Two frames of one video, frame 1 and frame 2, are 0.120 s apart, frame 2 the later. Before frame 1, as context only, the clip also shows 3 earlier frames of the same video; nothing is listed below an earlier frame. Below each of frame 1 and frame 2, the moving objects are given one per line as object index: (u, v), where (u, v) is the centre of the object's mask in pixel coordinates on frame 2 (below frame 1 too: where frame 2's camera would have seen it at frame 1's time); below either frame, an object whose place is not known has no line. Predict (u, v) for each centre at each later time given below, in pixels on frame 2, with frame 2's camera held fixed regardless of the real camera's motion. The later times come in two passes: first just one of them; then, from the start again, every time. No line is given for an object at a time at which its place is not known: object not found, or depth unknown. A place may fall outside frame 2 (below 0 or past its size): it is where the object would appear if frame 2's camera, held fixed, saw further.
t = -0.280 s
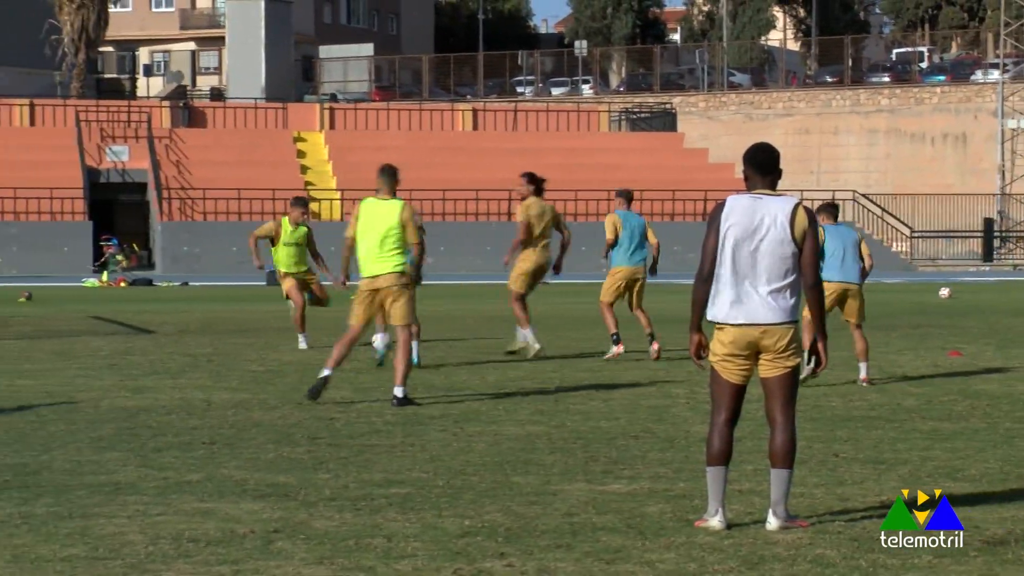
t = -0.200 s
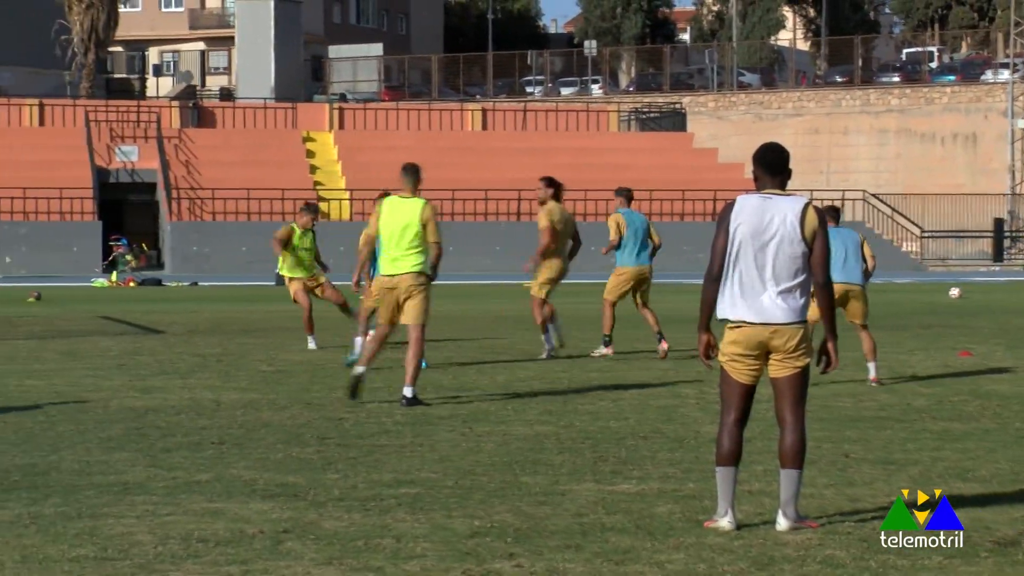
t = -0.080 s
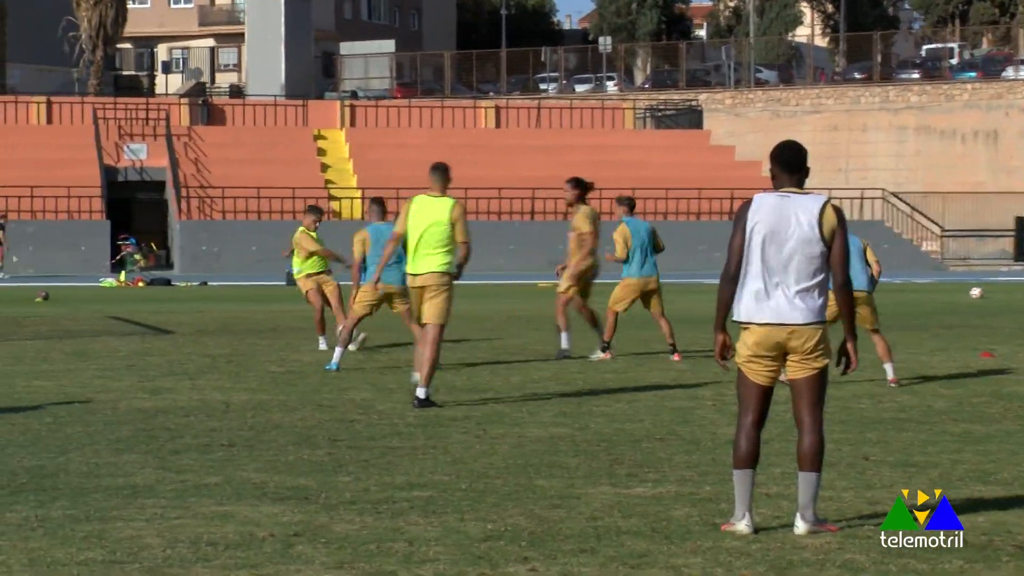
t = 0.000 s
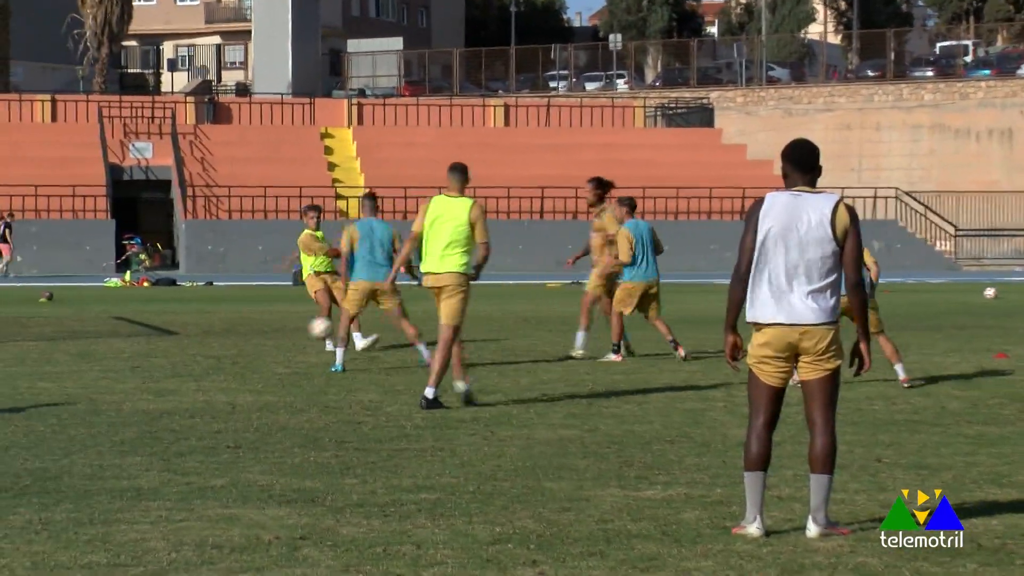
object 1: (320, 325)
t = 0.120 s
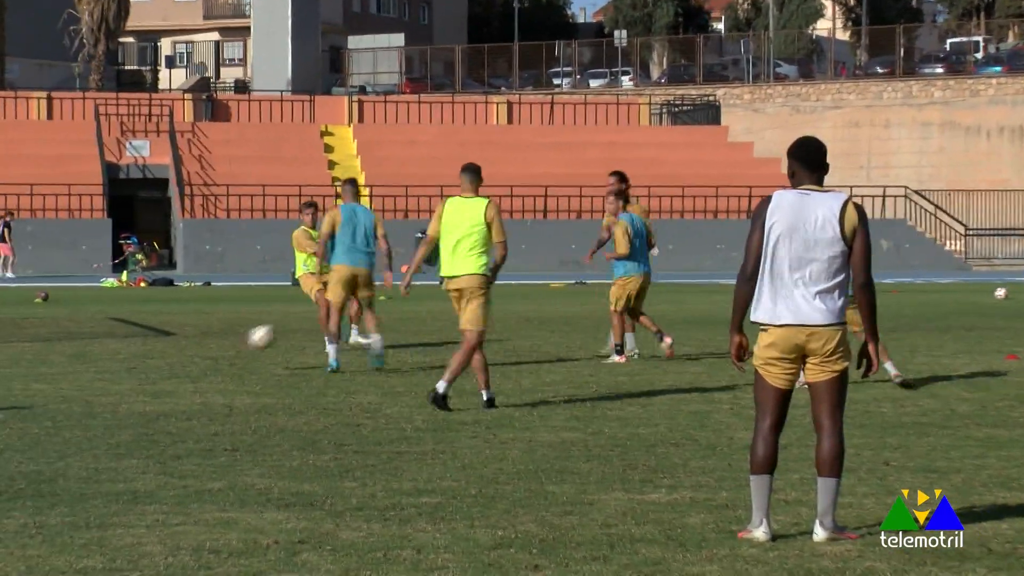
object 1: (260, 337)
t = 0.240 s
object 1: (190, 367)
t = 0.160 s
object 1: (237, 346)
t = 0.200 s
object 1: (214, 356)
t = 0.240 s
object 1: (190, 367)
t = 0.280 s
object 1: (172, 360)
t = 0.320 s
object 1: (155, 352)
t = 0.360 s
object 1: (137, 346)
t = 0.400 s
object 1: (117, 343)
